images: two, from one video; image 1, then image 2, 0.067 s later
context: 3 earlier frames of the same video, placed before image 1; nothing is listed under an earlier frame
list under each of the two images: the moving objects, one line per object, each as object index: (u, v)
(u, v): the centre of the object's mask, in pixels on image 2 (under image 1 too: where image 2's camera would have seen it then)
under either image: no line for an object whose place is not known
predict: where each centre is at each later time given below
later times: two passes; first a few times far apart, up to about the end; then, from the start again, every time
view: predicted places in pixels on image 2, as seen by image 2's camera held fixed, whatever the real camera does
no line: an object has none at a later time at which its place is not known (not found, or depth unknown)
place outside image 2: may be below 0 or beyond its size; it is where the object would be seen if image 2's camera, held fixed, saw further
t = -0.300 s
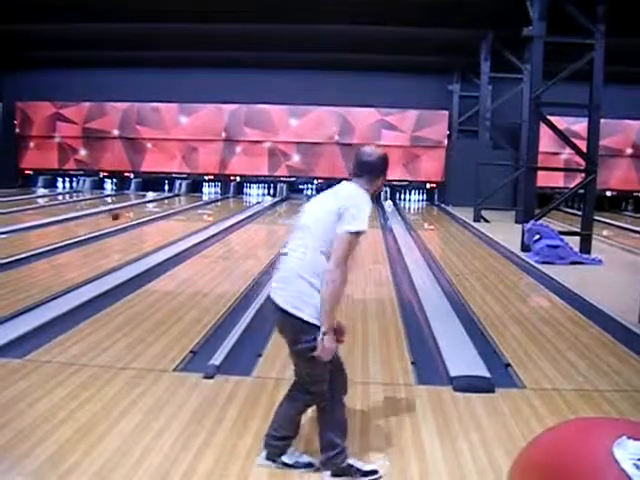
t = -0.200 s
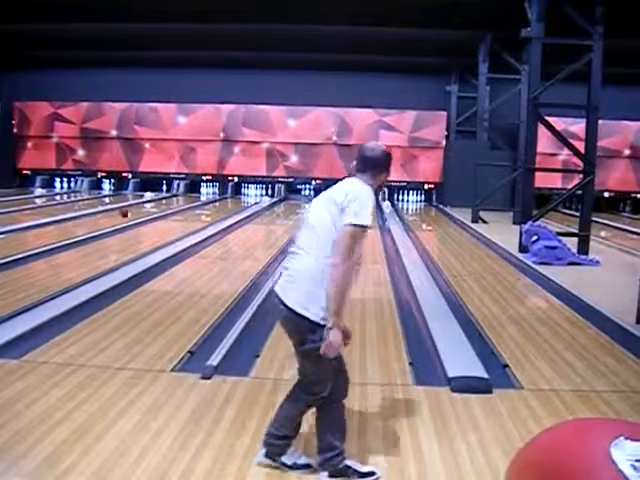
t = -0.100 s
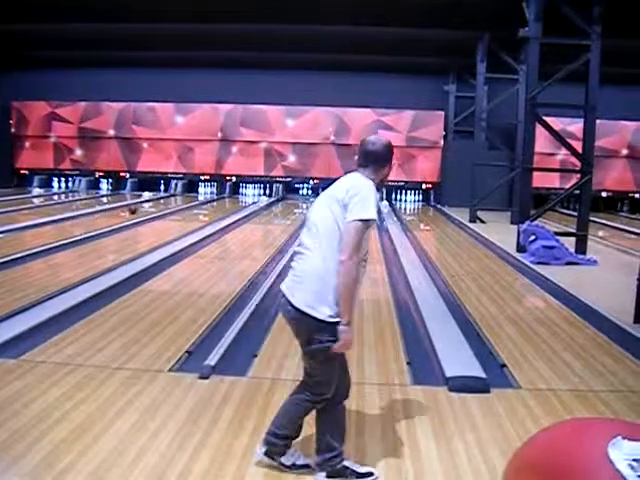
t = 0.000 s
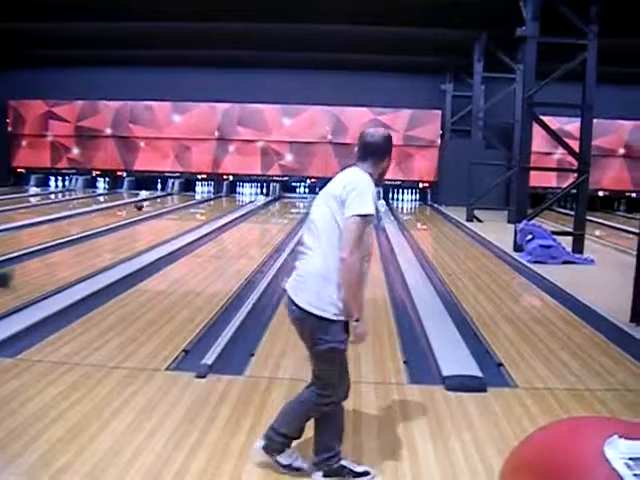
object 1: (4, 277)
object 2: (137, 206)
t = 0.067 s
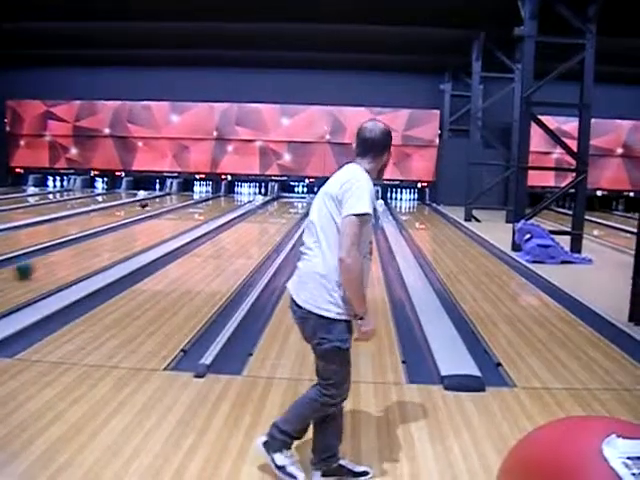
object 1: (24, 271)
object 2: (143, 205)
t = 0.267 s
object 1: (79, 250)
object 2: (157, 201)
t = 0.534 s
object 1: (129, 233)
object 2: (173, 197)
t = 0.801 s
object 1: (161, 222)
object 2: (180, 194)
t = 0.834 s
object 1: (165, 221)
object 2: (184, 191)
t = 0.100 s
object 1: (35, 266)
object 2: (147, 205)
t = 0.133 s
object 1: (44, 263)
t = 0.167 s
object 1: (54, 260)
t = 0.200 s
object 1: (63, 256)
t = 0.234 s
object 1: (72, 253)
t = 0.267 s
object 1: (79, 250)
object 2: (157, 201)
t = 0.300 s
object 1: (88, 247)
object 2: (159, 201)
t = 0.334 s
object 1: (94, 245)
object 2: (160, 201)
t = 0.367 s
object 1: (100, 243)
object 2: (165, 200)
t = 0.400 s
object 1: (107, 241)
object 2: (166, 199)
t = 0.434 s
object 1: (113, 239)
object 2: (168, 198)
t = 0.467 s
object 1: (118, 237)
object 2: (169, 198)
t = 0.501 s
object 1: (124, 235)
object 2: (171, 197)
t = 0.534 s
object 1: (129, 233)
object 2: (173, 197)
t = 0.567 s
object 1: (134, 231)
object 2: (174, 196)
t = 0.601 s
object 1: (139, 230)
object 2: (176, 196)
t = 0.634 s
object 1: (143, 229)
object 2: (176, 196)
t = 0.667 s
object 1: (147, 227)
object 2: (179, 195)
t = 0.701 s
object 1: (151, 226)
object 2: (178, 195)
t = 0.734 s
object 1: (154, 224)
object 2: (180, 195)
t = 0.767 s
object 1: (158, 223)
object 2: (181, 194)
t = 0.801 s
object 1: (161, 222)
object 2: (180, 194)
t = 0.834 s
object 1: (165, 221)
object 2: (184, 191)
